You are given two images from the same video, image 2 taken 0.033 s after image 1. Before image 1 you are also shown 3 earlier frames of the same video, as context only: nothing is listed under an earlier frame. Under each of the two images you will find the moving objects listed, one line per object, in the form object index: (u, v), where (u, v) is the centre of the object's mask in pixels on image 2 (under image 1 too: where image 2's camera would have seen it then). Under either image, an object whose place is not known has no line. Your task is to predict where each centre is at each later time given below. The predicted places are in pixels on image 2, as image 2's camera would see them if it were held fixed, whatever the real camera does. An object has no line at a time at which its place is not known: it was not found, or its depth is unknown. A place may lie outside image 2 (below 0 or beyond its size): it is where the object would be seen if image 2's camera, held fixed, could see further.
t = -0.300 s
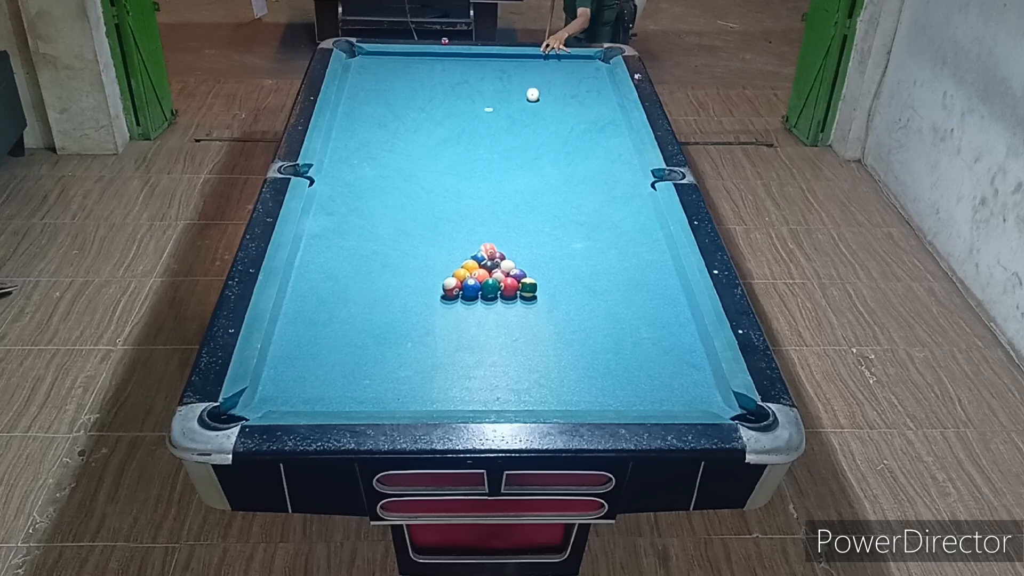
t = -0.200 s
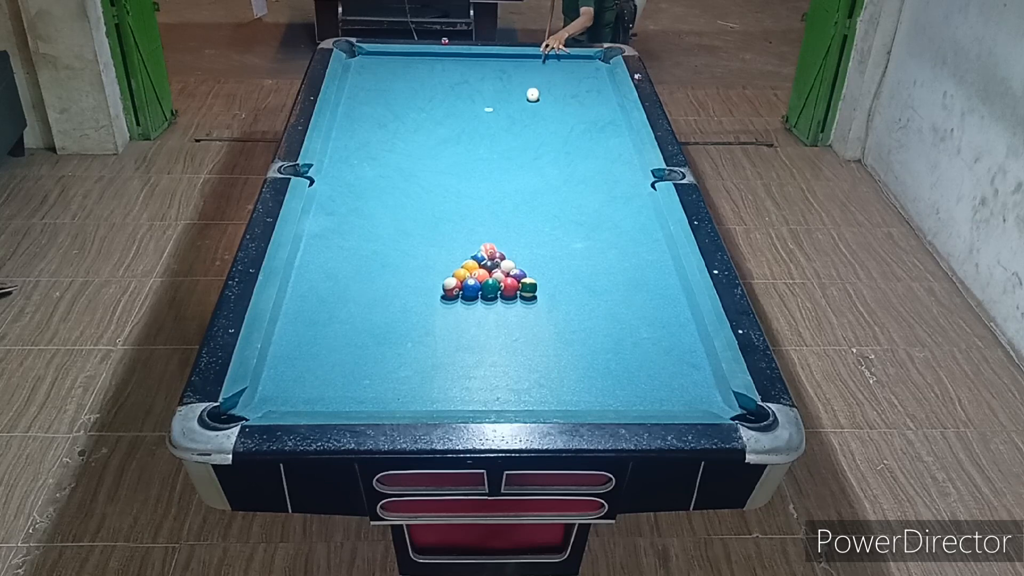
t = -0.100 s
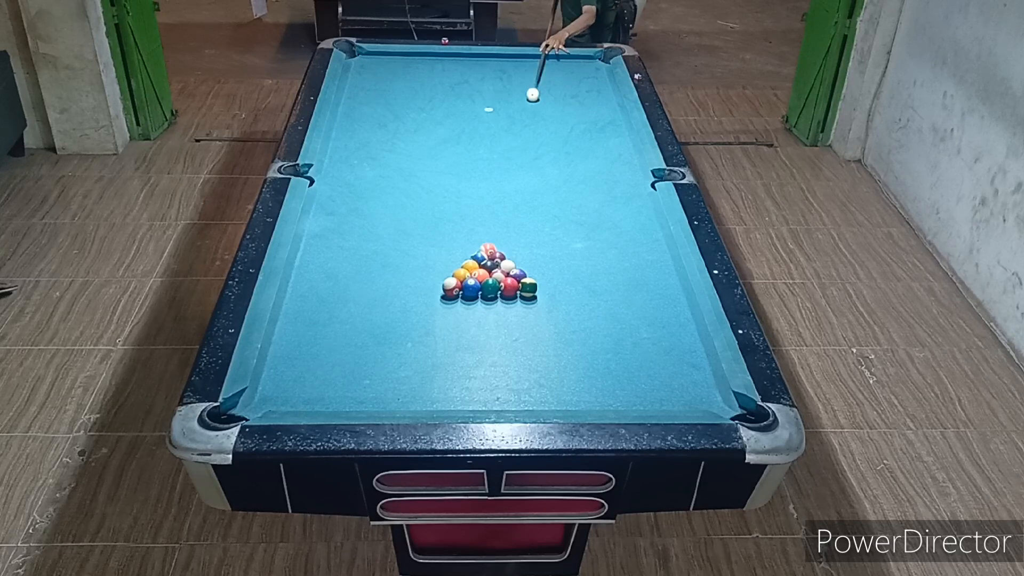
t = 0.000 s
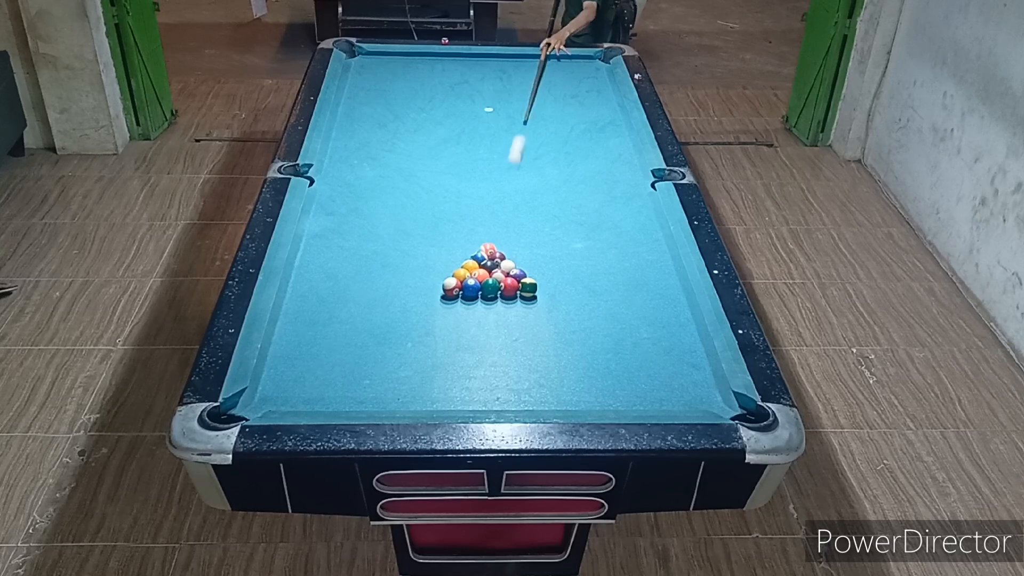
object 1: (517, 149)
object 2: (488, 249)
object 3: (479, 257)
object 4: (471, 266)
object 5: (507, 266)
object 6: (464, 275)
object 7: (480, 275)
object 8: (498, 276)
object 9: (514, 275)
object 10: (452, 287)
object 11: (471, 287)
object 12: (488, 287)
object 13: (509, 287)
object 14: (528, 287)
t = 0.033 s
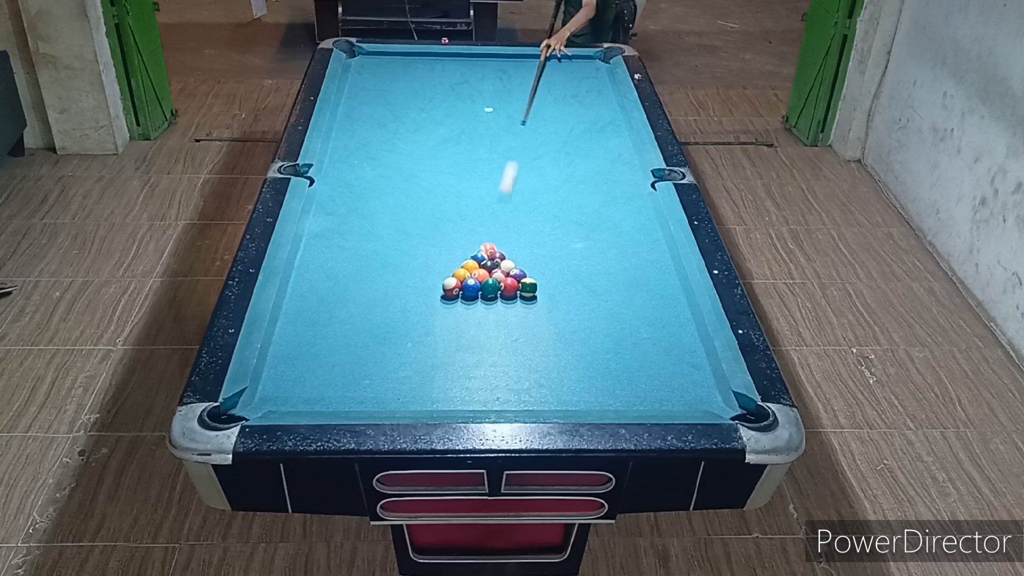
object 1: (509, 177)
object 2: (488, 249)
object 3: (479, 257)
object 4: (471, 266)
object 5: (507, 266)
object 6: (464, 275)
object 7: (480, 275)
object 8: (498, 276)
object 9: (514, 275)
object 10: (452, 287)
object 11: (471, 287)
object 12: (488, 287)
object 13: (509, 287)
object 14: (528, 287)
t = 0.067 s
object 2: (488, 249)
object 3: (479, 257)
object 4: (471, 266)
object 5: (507, 266)
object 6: (464, 275)
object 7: (480, 275)
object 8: (498, 276)
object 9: (514, 275)
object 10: (452, 287)
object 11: (471, 287)
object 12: (488, 287)
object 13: (509, 287)
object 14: (528, 287)
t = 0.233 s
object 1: (504, 227)
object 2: (471, 242)
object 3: (474, 259)
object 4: (461, 269)
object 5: (534, 267)
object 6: (446, 286)
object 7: (475, 278)
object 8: (495, 279)
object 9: (534, 284)
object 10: (352, 383)
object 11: (467, 297)
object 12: (487, 290)
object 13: (510, 300)
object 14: (594, 339)
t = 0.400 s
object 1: (515, 219)
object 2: (453, 230)
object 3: (467, 262)
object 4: (452, 269)
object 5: (563, 267)
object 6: (428, 294)
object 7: (471, 279)
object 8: (494, 282)
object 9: (551, 289)
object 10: (301, 347)
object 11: (464, 308)
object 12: (486, 294)
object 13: (511, 315)
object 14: (672, 399)
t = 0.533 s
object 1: (521, 222)
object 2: (439, 222)
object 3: (462, 264)
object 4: (445, 269)
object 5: (586, 269)
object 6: (414, 301)
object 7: (467, 283)
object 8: (493, 283)
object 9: (564, 288)
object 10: (285, 300)
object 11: (461, 316)
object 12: (484, 296)
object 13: (512, 326)
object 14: (697, 386)
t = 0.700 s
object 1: (526, 233)
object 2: (423, 212)
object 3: (457, 265)
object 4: (437, 269)
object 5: (612, 267)
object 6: (398, 310)
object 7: (464, 283)
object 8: (493, 284)
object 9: (580, 291)
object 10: (319, 256)
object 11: (457, 327)
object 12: (483, 299)
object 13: (514, 341)
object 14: (707, 363)
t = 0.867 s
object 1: (531, 245)
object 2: (408, 203)
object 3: (453, 266)
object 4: (430, 269)
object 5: (639, 269)
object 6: (382, 318)
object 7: (462, 283)
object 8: (494, 283)
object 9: (596, 295)
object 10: (348, 218)
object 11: (454, 337)
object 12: (482, 301)
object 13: (515, 357)
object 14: (683, 340)
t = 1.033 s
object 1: (536, 257)
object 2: (393, 194)
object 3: (450, 267)
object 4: (423, 268)
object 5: (664, 267)
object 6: (366, 326)
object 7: (460, 283)
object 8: (494, 283)
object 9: (611, 298)
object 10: (373, 186)
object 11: (451, 348)
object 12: (481, 304)
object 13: (517, 372)
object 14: (662, 319)
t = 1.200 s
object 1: (540, 269)
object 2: (380, 186)
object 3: (447, 269)
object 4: (418, 268)
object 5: (666, 266)
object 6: (350, 334)
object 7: (459, 283)
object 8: (494, 283)
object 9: (624, 301)
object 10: (396, 157)
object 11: (448, 358)
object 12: (480, 305)
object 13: (518, 388)
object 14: (645, 300)
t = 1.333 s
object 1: (544, 279)
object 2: (370, 179)
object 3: (446, 269)
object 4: (414, 268)
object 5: (652, 266)
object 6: (338, 341)
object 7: (460, 283)
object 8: (494, 283)
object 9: (620, 303)
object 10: (411, 137)
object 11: (446, 366)
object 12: (479, 306)
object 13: (519, 399)
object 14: (646, 287)
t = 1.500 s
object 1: (549, 291)
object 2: (359, 172)
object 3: (445, 270)
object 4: (411, 268)
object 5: (634, 263)
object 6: (324, 349)
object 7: (460, 283)
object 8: (494, 283)
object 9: (617, 305)
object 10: (429, 114)
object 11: (443, 376)
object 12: (479, 307)
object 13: (519, 398)
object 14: (648, 273)
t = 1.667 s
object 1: (553, 304)
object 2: (348, 165)
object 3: (444, 270)
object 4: (409, 268)
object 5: (615, 258)
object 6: (310, 357)
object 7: (460, 283)
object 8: (493, 286)
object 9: (615, 306)
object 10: (445, 94)
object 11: (441, 385)
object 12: (478, 307)
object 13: (517, 388)
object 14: (653, 263)
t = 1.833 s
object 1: (558, 316)
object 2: (337, 158)
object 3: (444, 270)
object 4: (407, 268)
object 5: (596, 254)
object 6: (296, 364)
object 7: (460, 283)
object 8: (494, 287)
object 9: (613, 308)
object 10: (460, 75)
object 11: (439, 394)
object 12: (478, 307)
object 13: (515, 379)
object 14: (658, 254)
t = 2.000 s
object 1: (563, 329)
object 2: (328, 152)
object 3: (445, 270)
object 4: (407, 268)
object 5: (578, 251)
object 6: (283, 371)
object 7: (460, 283)
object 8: (494, 287)
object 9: (612, 309)
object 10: (473, 59)
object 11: (436, 401)
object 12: (478, 307)
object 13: (514, 371)
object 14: (662, 245)
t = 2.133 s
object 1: (567, 338)
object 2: (329, 149)
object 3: (445, 270)
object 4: (407, 268)
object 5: (565, 247)
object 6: (272, 376)
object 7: (460, 283)
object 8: (494, 287)
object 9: (612, 309)
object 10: (491, 63)
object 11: (436, 401)
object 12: (478, 308)
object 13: (512, 364)
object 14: (665, 238)
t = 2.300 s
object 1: (571, 351)
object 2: (335, 146)
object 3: (445, 270)
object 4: (408, 268)
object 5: (549, 243)
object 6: (261, 383)
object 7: (460, 283)
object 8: (494, 287)
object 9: (611, 310)
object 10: (517, 74)
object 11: (435, 398)
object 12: (478, 307)
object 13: (511, 357)
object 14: (659, 232)
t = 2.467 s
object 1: (576, 363)
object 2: (340, 143)
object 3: (445, 270)
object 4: (408, 268)
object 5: (535, 239)
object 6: (266, 386)
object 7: (460, 283)
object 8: (494, 287)
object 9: (611, 310)
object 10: (545, 86)
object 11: (435, 392)
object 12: (478, 307)
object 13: (510, 350)
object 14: (654, 226)
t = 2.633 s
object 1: (581, 375)
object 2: (345, 140)
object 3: (445, 270)
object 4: (408, 268)
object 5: (520, 238)
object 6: (270, 390)
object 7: (460, 283)
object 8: (494, 287)
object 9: (612, 310)
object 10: (573, 99)
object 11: (435, 389)
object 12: (478, 307)
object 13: (510, 345)
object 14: (649, 221)
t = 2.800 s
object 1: (586, 387)
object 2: (349, 138)
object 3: (445, 270)
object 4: (408, 268)
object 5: (508, 235)
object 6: (274, 392)
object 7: (460, 283)
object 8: (494, 287)
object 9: (612, 310)
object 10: (603, 112)
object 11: (434, 386)
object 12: (478, 307)
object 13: (509, 340)
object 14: (644, 217)
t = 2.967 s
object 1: (591, 398)
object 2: (354, 136)
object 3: (445, 270)
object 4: (408, 268)
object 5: (495, 233)
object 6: (277, 395)
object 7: (460, 283)
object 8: (494, 287)
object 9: (612, 310)
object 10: (621, 124)
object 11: (434, 384)
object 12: (478, 307)
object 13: (509, 335)
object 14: (639, 213)
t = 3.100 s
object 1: (595, 401)
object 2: (356, 135)
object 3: (445, 270)
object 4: (408, 268)
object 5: (486, 232)
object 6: (279, 396)
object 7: (460, 283)
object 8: (494, 287)
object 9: (612, 310)
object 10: (611, 132)
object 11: (435, 382)
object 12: (478, 307)
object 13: (508, 331)
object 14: (636, 210)
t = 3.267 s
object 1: (596, 398)
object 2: (359, 133)
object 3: (445, 270)
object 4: (408, 268)
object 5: (476, 230)
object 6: (282, 398)
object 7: (460, 283)
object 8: (494, 287)
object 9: (612, 310)
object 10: (597, 141)
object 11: (435, 381)
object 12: (478, 307)
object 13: (508, 328)
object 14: (632, 206)
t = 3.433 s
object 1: (597, 392)
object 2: (362, 131)
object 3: (445, 270)
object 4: (408, 268)
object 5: (466, 229)
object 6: (284, 399)
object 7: (460, 283)
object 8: (494, 287)
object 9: (612, 310)
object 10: (583, 151)
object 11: (436, 381)
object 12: (478, 307)
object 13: (507, 325)
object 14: (629, 203)
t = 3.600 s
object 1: (599, 387)
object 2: (365, 130)
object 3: (445, 270)
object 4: (408, 268)
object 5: (457, 227)
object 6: (285, 399)
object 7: (460, 283)
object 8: (494, 287)
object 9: (612, 310)
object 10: (570, 162)
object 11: (436, 380)
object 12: (478, 307)
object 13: (507, 322)
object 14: (626, 201)
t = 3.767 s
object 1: (600, 383)
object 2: (367, 129)
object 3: (445, 270)
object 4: (408, 268)
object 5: (448, 226)
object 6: (287, 400)
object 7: (460, 283)
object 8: (494, 287)
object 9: (612, 310)
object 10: (556, 173)
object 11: (436, 380)
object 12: (478, 307)
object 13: (507, 320)
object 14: (624, 199)
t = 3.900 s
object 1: (601, 381)
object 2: (369, 128)
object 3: (445, 270)
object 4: (408, 268)
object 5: (442, 225)
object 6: (288, 400)
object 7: (460, 283)
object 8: (494, 287)
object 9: (612, 310)
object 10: (544, 181)
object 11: (436, 380)
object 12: (478, 307)
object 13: (506, 319)
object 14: (623, 197)
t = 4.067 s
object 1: (600, 378)
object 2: (370, 128)
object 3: (445, 270)
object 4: (408, 268)
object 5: (436, 225)
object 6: (288, 400)
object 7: (460, 283)
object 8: (494, 288)
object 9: (612, 310)
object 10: (529, 192)
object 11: (436, 380)
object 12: (478, 307)
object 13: (505, 318)
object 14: (621, 196)
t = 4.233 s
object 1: (600, 375)
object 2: (372, 127)
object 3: (445, 270)
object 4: (408, 268)
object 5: (431, 225)
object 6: (287, 400)
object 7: (460, 283)
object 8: (495, 284)
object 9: (612, 310)
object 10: (514, 203)
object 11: (436, 380)
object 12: (478, 307)
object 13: (504, 318)
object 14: (620, 195)
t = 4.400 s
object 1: (600, 373)
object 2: (372, 127)
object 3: (445, 270)
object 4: (408, 268)
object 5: (426, 224)
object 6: (287, 400)
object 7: (460, 283)
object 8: (495, 284)
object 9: (612, 310)
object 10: (499, 214)
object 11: (436, 380)
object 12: (478, 307)
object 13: (504, 318)
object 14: (619, 194)
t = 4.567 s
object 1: (601, 372)
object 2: (373, 127)
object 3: (445, 270)
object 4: (408, 268)
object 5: (422, 224)
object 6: (287, 400)
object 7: (460, 283)
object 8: (495, 284)
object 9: (612, 310)
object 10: (484, 226)
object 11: (436, 380)
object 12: (478, 307)
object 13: (504, 317)
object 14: (619, 194)
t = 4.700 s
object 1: (601, 372)
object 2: (373, 127)
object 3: (445, 270)
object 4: (408, 268)
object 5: (420, 225)
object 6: (287, 400)
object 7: (460, 283)
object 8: (495, 284)
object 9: (612, 310)
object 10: (472, 235)
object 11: (436, 380)
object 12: (478, 307)
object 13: (504, 317)
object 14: (619, 194)
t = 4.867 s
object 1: (601, 372)
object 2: (373, 127)
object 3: (445, 270)
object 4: (408, 268)
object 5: (418, 225)
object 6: (287, 400)
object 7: (460, 283)
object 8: (495, 284)
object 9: (612, 310)
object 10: (456, 247)
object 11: (436, 380)
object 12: (478, 307)
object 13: (504, 317)
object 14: (619, 193)
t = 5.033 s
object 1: (601, 372)
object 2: (373, 127)
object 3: (445, 271)
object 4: (408, 268)
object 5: (416, 226)
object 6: (287, 400)
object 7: (460, 283)
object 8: (495, 284)
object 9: (612, 310)
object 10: (439, 256)
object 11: (436, 380)
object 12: (478, 307)
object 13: (504, 317)
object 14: (619, 194)
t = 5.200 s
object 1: (601, 372)
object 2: (373, 127)
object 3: (445, 277)
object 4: (408, 268)
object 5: (415, 227)
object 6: (287, 400)
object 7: (461, 283)
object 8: (495, 284)
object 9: (612, 310)
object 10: (423, 261)
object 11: (436, 380)
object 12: (478, 307)
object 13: (504, 317)
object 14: (619, 194)
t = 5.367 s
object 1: (601, 372)
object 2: (373, 127)
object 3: (442, 281)
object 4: (401, 272)
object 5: (415, 227)
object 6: (287, 400)
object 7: (464, 285)
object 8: (495, 283)
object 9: (612, 310)
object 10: (415, 260)
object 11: (436, 380)
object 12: (478, 307)
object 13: (504, 317)
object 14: (619, 194)
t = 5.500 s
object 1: (601, 372)
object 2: (373, 127)
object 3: (440, 282)
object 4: (396, 275)
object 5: (415, 227)
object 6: (287, 400)
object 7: (466, 286)
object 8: (495, 283)
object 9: (612, 310)
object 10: (409, 259)
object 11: (436, 380)
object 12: (477, 312)
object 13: (504, 317)
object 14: (619, 194)
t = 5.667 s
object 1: (601, 372)
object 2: (373, 127)
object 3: (438, 285)
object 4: (391, 279)
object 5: (414, 227)
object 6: (287, 400)
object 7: (468, 287)
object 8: (495, 283)
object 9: (612, 310)
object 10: (403, 257)
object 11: (436, 380)
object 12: (477, 313)
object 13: (504, 317)
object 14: (619, 194)
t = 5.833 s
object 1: (601, 372)
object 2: (373, 127)
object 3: (436, 287)
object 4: (386, 282)
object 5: (414, 228)
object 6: (287, 400)
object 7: (470, 288)
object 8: (495, 283)
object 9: (612, 310)
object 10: (399, 255)
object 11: (436, 380)
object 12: (477, 313)
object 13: (504, 317)
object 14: (619, 194)
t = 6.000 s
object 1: (601, 372)
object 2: (373, 126)
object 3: (435, 287)
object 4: (382, 285)
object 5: (414, 228)
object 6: (287, 400)
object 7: (472, 288)
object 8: (495, 283)
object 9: (612, 310)
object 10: (395, 254)
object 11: (436, 380)
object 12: (477, 313)
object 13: (504, 317)
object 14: (619, 194)
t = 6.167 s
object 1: (601, 372)
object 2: (373, 127)
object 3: (435, 285)
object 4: (378, 287)
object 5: (414, 228)
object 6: (287, 400)
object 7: (472, 288)
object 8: (495, 284)
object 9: (612, 310)
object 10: (392, 254)
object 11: (435, 380)
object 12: (477, 313)
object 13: (504, 317)
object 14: (619, 194)
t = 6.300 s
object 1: (601, 372)
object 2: (373, 127)
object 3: (435, 286)
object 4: (376, 288)
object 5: (414, 228)
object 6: (287, 399)
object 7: (473, 288)
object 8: (495, 284)
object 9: (612, 310)
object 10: (390, 253)
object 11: (435, 380)
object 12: (477, 313)
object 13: (504, 317)
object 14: (619, 194)
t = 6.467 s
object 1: (601, 372)
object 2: (373, 127)
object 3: (435, 286)
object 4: (374, 290)
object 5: (414, 229)
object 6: (287, 400)
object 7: (473, 289)
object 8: (495, 284)
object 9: (612, 310)
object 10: (389, 252)
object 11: (436, 380)
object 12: (477, 313)
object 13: (504, 317)
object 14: (619, 194)
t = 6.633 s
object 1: (601, 372)
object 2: (373, 127)
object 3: (435, 286)
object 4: (371, 291)
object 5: (414, 229)
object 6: (287, 399)
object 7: (473, 289)
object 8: (495, 284)
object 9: (612, 310)
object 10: (389, 252)
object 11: (436, 380)
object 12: (477, 313)
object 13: (504, 317)
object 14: (619, 194)
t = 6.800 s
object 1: (601, 372)
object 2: (373, 127)
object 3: (435, 286)
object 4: (370, 292)
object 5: (414, 228)
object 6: (287, 399)
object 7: (473, 289)
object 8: (495, 284)
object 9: (612, 310)
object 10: (389, 252)
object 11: (436, 380)
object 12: (477, 313)
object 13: (504, 317)
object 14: (619, 194)
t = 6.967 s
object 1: (601, 372)
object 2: (373, 127)
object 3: (435, 286)
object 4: (370, 292)
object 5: (414, 229)
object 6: (287, 400)
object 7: (473, 288)
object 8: (495, 284)
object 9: (612, 310)
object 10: (389, 252)
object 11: (436, 380)
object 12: (477, 313)
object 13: (504, 317)
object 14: (619, 194)
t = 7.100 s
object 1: (601, 372)
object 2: (373, 127)
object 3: (435, 286)
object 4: (370, 292)
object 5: (414, 229)
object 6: (287, 400)
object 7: (473, 288)
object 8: (495, 284)
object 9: (612, 310)
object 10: (389, 252)
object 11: (436, 380)
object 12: (477, 313)
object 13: (504, 317)
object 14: (619, 194)
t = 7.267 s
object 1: (601, 372)
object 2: (373, 127)
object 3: (435, 286)
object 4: (370, 292)
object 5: (414, 229)
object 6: (287, 400)
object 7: (473, 288)
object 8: (495, 284)
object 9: (612, 310)
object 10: (389, 252)
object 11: (436, 380)
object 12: (477, 313)
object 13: (504, 317)
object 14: (619, 194)
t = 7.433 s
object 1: (601, 372)
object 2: (373, 127)
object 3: (435, 286)
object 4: (370, 292)
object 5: (414, 229)
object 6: (287, 400)
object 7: (473, 288)
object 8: (495, 284)
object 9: (612, 310)
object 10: (389, 252)
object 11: (436, 380)
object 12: (477, 313)
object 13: (504, 317)
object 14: (619, 194)
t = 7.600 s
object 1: (601, 372)
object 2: (373, 127)
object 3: (435, 286)
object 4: (371, 292)
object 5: (414, 229)
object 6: (287, 399)
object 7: (473, 288)
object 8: (495, 284)
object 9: (612, 310)
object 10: (389, 252)
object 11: (436, 380)
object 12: (477, 313)
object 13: (504, 317)
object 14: (619, 194)
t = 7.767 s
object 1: (601, 372)
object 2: (373, 127)
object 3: (435, 286)
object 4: (371, 292)
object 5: (414, 229)
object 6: (287, 400)
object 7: (473, 288)
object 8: (495, 284)
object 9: (612, 310)
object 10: (389, 252)
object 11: (436, 380)
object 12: (477, 313)
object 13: (504, 317)
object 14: (619, 194)
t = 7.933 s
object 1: (601, 372)
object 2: (373, 127)
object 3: (435, 286)
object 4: (371, 292)
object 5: (414, 229)
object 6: (287, 399)
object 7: (473, 288)
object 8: (495, 284)
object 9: (612, 310)
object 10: (389, 252)
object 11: (436, 380)
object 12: (477, 313)
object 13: (504, 317)
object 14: (619, 194)
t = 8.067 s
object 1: (601, 372)
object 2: (373, 127)
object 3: (435, 286)
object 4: (371, 292)
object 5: (414, 230)
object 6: (287, 400)
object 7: (473, 288)
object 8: (495, 284)
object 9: (612, 310)
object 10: (389, 252)
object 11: (436, 380)
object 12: (477, 313)
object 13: (504, 317)
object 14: (619, 194)
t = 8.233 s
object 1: (601, 372)
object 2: (373, 127)
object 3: (435, 286)
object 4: (371, 292)
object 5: (414, 230)
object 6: (287, 399)
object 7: (473, 289)
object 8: (495, 284)
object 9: (612, 310)
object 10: (389, 252)
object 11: (436, 380)
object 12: (477, 313)
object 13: (504, 317)
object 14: (619, 194)
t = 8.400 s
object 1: (601, 372)
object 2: (373, 127)
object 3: (435, 286)
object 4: (371, 292)
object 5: (414, 230)
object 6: (287, 400)
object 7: (473, 288)
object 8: (495, 284)
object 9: (612, 310)
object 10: (389, 252)
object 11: (436, 380)
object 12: (477, 313)
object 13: (504, 317)
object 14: (619, 194)
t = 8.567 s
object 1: (601, 372)
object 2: (373, 127)
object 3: (435, 286)
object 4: (371, 292)
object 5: (414, 230)
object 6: (287, 400)
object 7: (473, 288)
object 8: (495, 284)
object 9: (612, 310)
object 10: (389, 252)
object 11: (436, 380)
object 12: (478, 311)
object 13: (504, 317)
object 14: (619, 194)
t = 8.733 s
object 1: (601, 372)
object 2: (373, 127)
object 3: (435, 286)
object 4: (371, 292)
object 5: (414, 230)
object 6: (287, 400)
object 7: (473, 288)
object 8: (495, 284)
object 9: (612, 310)
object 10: (389, 252)
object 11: (435, 380)
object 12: (477, 313)
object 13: (504, 317)
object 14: (619, 194)
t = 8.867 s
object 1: (601, 372)
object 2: (373, 127)
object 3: (435, 286)
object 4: (371, 292)
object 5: (414, 230)
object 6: (287, 399)
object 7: (473, 288)
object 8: (495, 284)
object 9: (612, 310)
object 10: (389, 252)
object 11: (435, 380)
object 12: (477, 313)
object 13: (504, 317)
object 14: (619, 194)
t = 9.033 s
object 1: (601, 372)
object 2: (373, 126)
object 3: (437, 290)
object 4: (371, 292)
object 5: (414, 230)
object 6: (287, 399)
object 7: (473, 289)
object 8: (495, 284)
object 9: (612, 310)
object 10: (389, 252)
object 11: (435, 380)
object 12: (478, 311)
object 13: (504, 317)
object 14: (619, 194)
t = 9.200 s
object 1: (601, 372)
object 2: (373, 127)
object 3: (436, 290)
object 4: (371, 292)
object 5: (414, 230)
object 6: (287, 400)
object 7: (473, 289)
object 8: (495, 284)
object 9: (612, 310)
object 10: (389, 252)
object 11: (436, 380)
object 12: (477, 313)
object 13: (504, 317)
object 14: (619, 194)
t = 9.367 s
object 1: (601, 372)
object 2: (373, 127)
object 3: (436, 290)
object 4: (371, 292)
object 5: (414, 230)
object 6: (287, 399)
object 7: (473, 288)
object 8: (495, 284)
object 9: (612, 310)
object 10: (389, 252)
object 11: (436, 380)
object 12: (478, 311)
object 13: (504, 317)
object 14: (619, 194)
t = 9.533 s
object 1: (601, 372)
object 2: (373, 127)
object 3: (436, 290)
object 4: (371, 292)
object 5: (414, 230)
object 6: (287, 400)
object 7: (473, 288)
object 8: (495, 284)
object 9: (612, 310)
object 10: (389, 252)
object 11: (435, 380)
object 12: (477, 313)
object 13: (504, 317)
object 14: (619, 194)
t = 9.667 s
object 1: (601, 372)
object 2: (373, 126)
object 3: (436, 290)
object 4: (371, 292)
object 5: (414, 230)
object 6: (287, 400)
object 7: (473, 288)
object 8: (495, 284)
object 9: (612, 310)
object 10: (389, 252)
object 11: (435, 380)
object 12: (477, 313)
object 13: (504, 317)
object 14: (619, 194)
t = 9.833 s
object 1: (601, 372)
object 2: (373, 126)
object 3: (436, 290)
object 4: (371, 292)
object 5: (414, 230)
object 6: (287, 400)
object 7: (473, 289)
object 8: (495, 284)
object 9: (612, 310)
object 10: (389, 252)
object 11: (435, 380)
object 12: (477, 313)
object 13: (504, 317)
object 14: (619, 194)
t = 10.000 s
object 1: (601, 372)
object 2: (373, 127)
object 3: (436, 290)
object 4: (371, 292)
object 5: (414, 230)
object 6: (287, 400)
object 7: (473, 288)
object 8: (495, 284)
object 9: (612, 310)
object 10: (389, 252)
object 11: (435, 380)
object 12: (477, 313)
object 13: (504, 317)
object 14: (619, 194)
